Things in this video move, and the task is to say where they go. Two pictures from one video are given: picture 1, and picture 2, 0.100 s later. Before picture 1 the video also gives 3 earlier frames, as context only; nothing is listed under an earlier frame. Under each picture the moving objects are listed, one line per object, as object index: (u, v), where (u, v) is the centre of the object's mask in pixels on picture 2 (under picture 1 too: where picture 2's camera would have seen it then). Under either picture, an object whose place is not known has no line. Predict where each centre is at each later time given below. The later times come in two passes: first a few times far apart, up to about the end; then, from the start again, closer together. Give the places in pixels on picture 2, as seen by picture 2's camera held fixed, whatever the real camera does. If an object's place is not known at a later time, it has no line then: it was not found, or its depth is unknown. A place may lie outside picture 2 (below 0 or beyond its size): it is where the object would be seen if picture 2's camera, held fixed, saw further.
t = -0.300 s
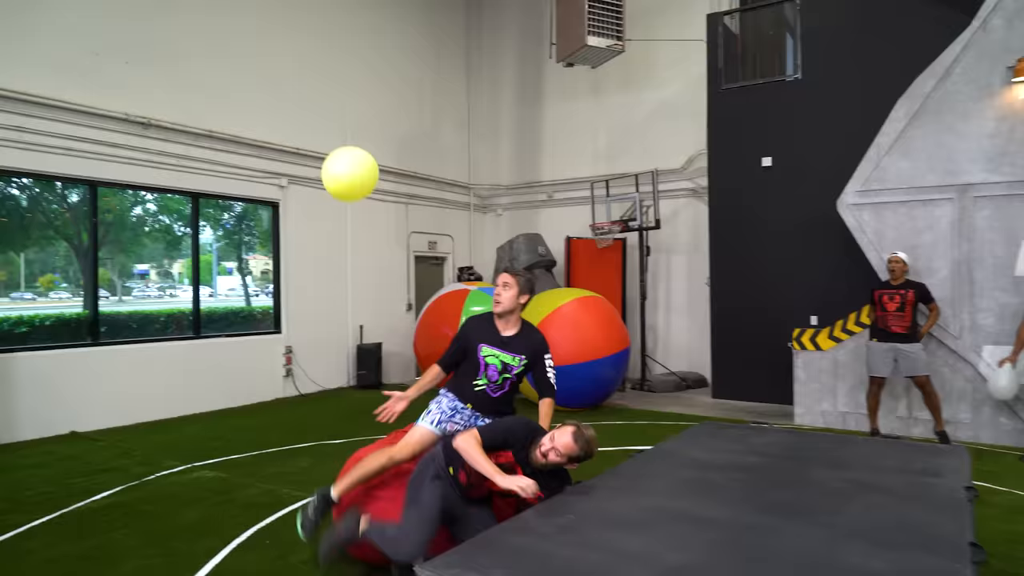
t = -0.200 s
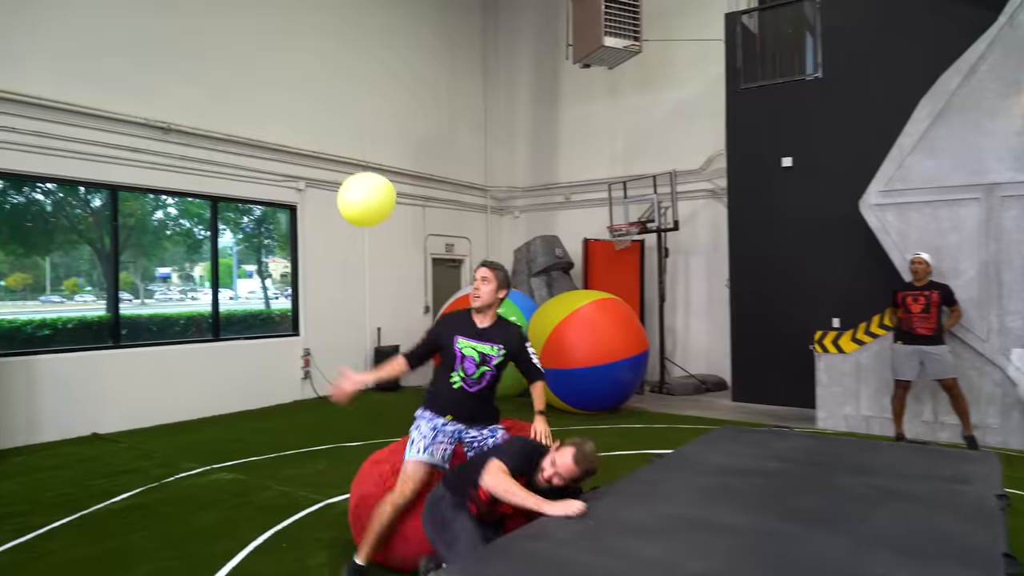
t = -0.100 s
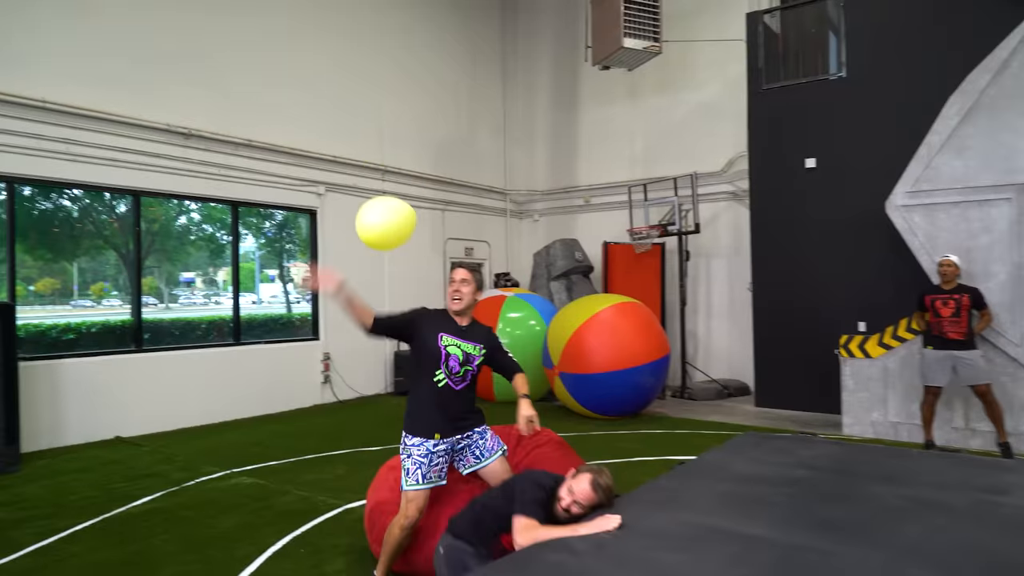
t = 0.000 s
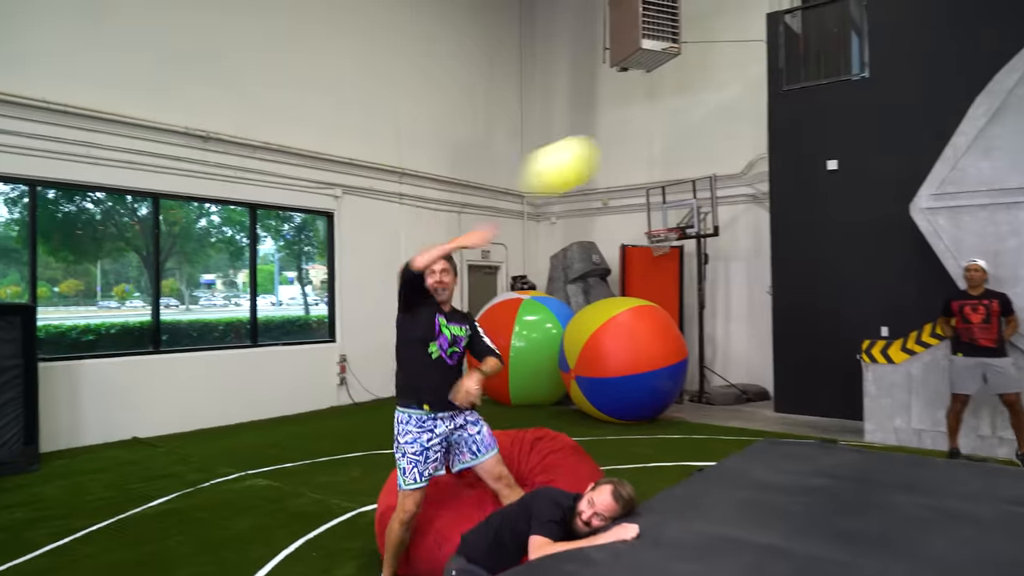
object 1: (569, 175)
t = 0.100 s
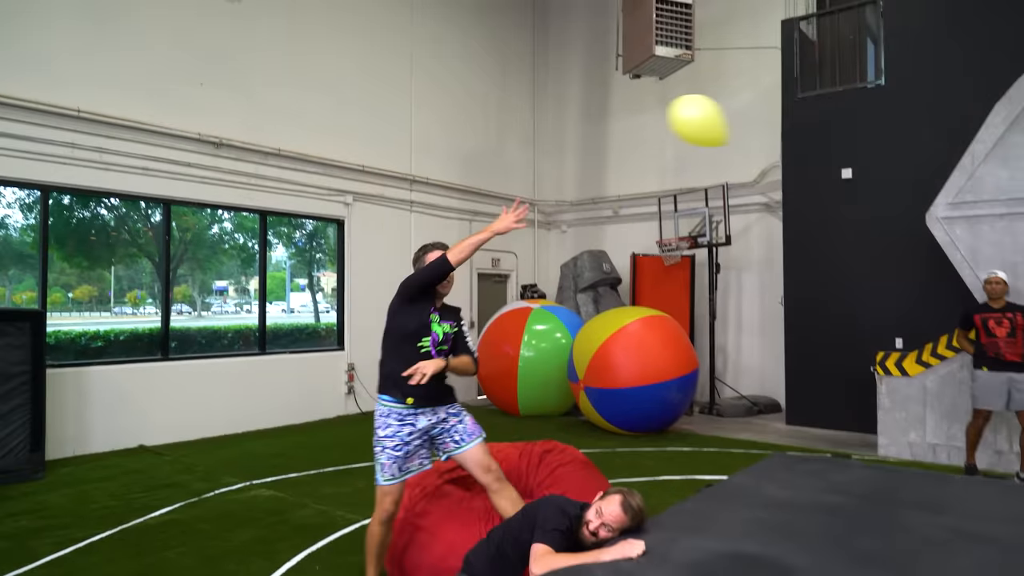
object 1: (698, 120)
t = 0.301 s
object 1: (813, 124)
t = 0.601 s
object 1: (858, 168)
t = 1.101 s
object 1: (884, 258)
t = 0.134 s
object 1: (724, 116)
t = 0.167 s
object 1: (746, 114)
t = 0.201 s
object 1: (766, 114)
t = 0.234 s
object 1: (785, 117)
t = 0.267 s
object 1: (800, 120)
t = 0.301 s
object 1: (813, 124)
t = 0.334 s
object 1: (823, 128)
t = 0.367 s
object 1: (830, 133)
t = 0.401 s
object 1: (837, 137)
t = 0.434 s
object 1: (843, 142)
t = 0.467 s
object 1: (848, 148)
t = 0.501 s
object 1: (851, 153)
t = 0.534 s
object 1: (853, 158)
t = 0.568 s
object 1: (856, 163)
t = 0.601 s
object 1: (858, 168)
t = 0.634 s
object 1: (860, 173)
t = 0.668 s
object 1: (862, 178)
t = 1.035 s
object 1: (880, 243)
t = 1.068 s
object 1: (882, 250)
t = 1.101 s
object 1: (884, 258)
